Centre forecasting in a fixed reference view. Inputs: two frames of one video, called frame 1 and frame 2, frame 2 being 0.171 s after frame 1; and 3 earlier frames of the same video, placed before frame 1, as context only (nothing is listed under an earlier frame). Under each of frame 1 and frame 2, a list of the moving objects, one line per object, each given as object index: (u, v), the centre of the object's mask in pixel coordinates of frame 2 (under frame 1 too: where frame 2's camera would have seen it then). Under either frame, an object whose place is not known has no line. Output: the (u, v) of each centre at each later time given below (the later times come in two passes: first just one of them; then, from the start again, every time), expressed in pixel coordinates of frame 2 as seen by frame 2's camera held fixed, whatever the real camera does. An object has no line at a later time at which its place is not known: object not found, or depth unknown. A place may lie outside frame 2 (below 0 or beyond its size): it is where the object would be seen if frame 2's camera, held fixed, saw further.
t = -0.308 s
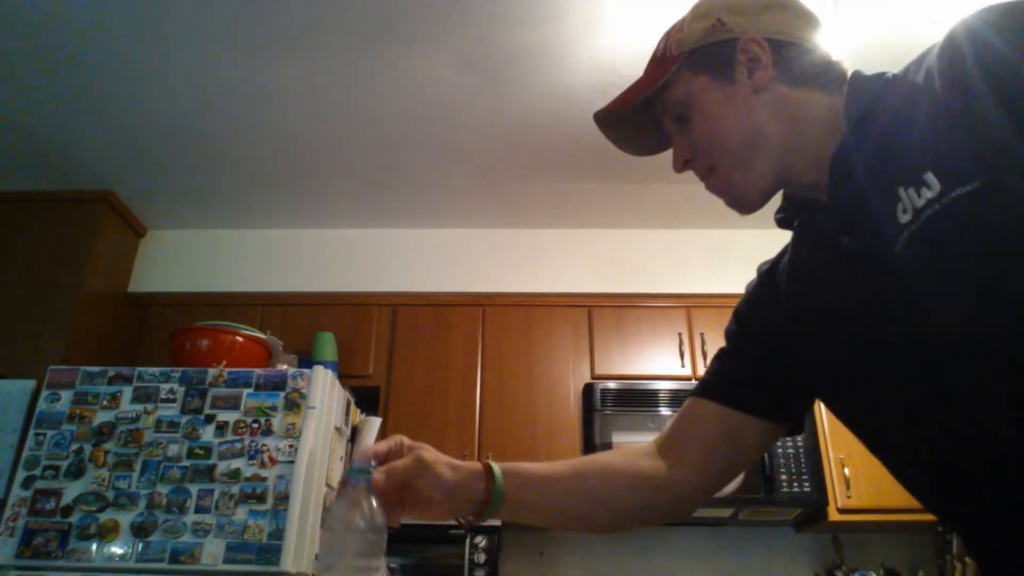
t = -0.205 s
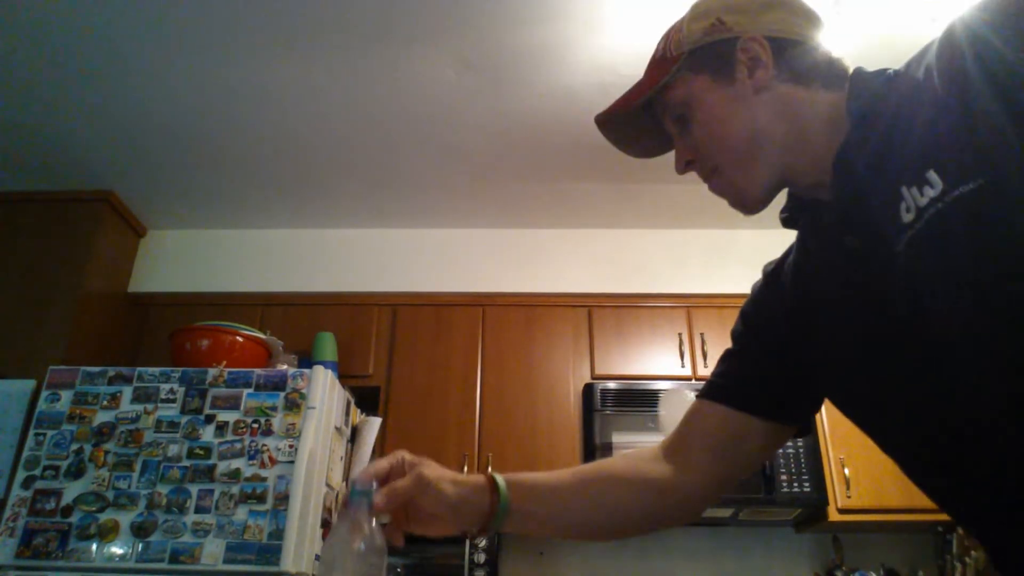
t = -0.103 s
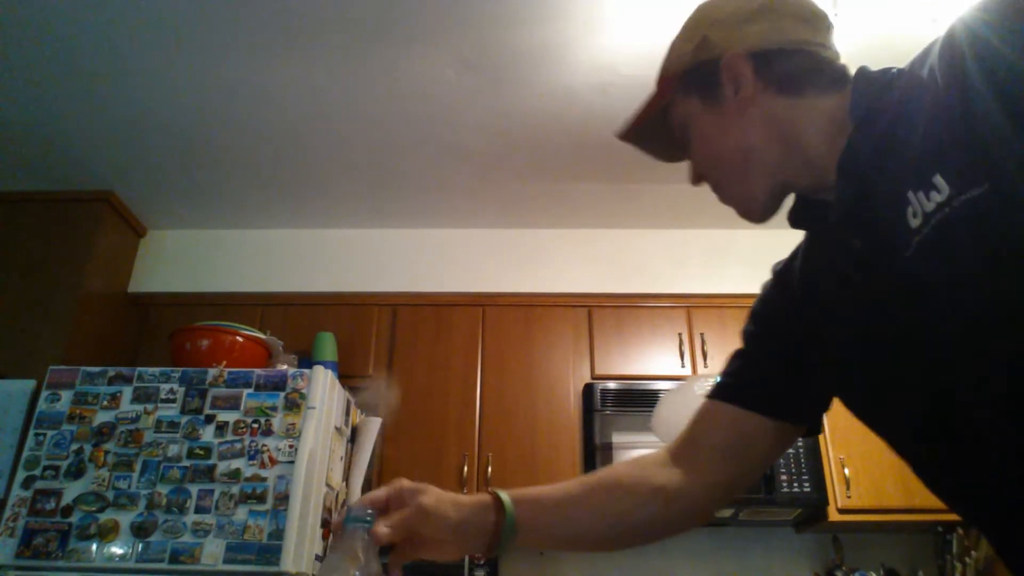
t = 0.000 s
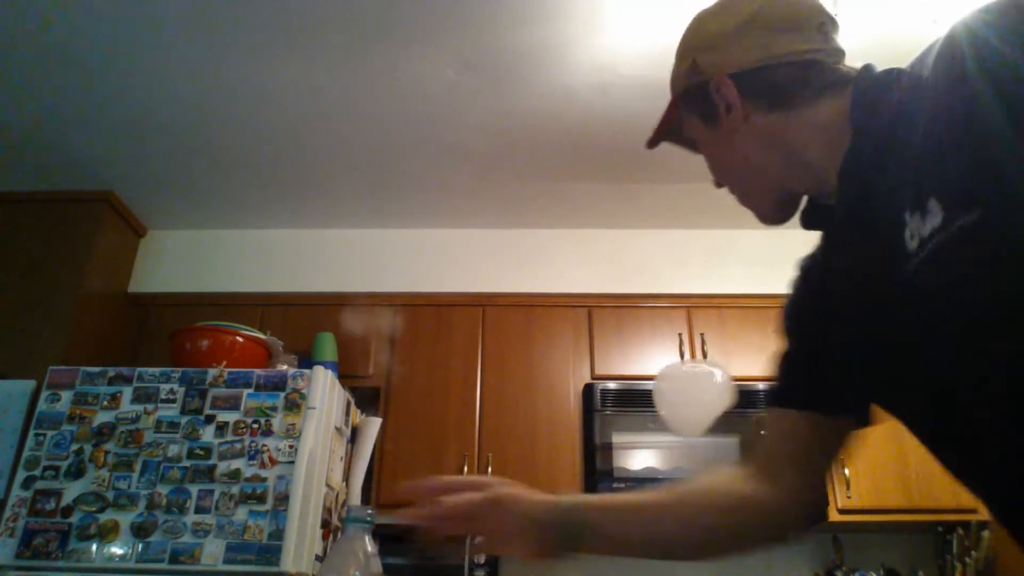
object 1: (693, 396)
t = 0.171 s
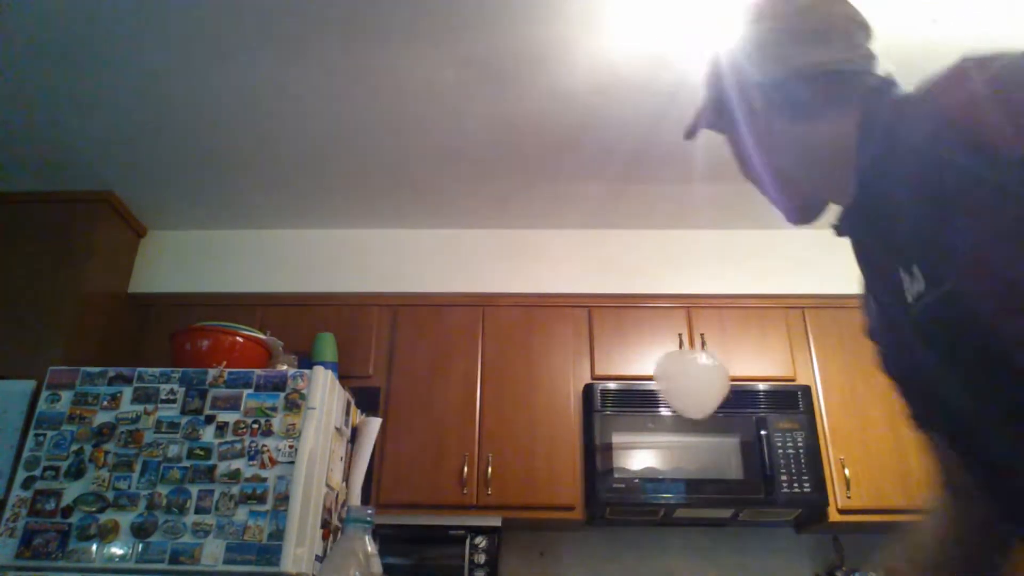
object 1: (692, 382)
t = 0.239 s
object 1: (696, 382)
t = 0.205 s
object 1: (693, 382)
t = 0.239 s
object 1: (696, 382)
